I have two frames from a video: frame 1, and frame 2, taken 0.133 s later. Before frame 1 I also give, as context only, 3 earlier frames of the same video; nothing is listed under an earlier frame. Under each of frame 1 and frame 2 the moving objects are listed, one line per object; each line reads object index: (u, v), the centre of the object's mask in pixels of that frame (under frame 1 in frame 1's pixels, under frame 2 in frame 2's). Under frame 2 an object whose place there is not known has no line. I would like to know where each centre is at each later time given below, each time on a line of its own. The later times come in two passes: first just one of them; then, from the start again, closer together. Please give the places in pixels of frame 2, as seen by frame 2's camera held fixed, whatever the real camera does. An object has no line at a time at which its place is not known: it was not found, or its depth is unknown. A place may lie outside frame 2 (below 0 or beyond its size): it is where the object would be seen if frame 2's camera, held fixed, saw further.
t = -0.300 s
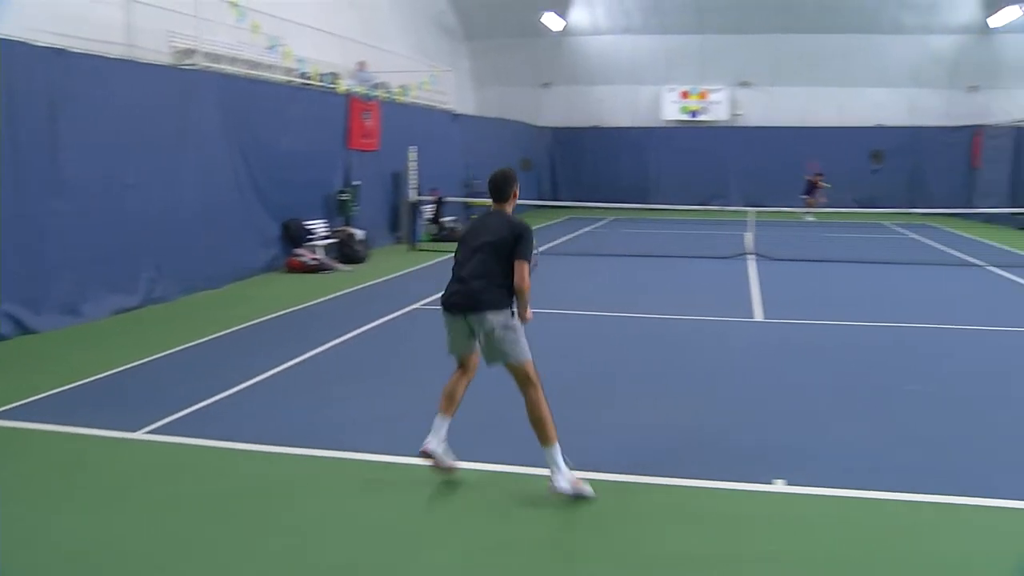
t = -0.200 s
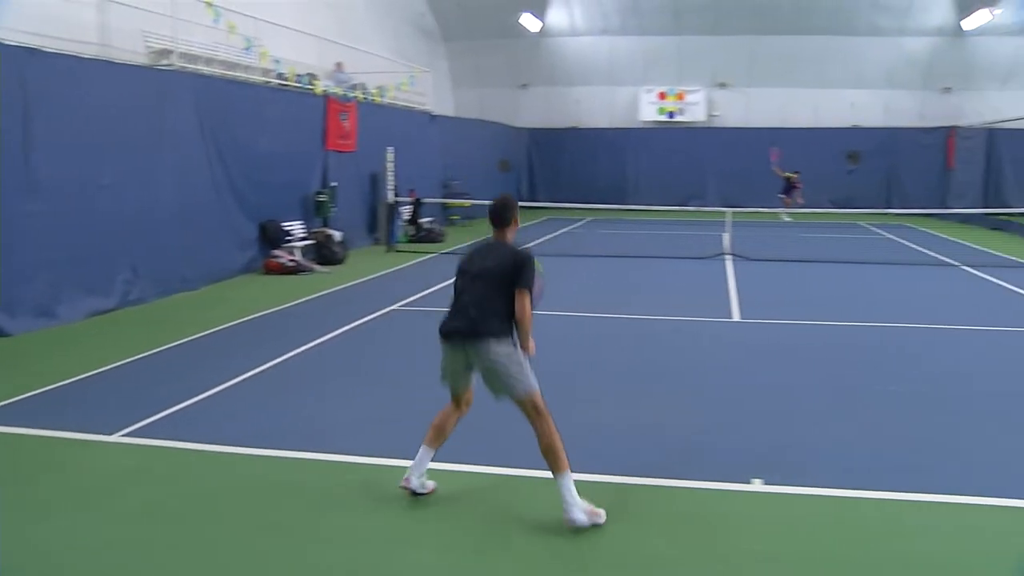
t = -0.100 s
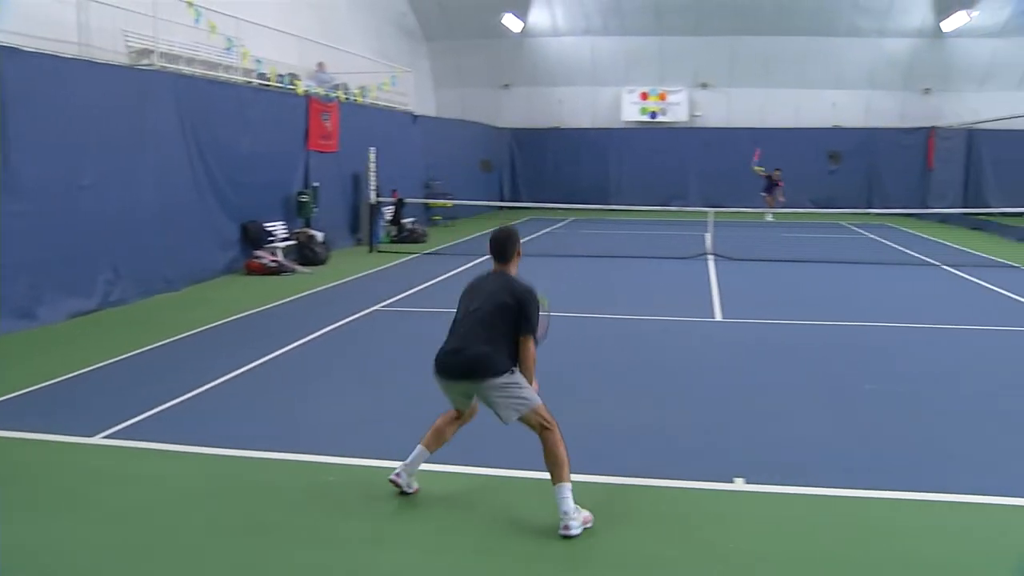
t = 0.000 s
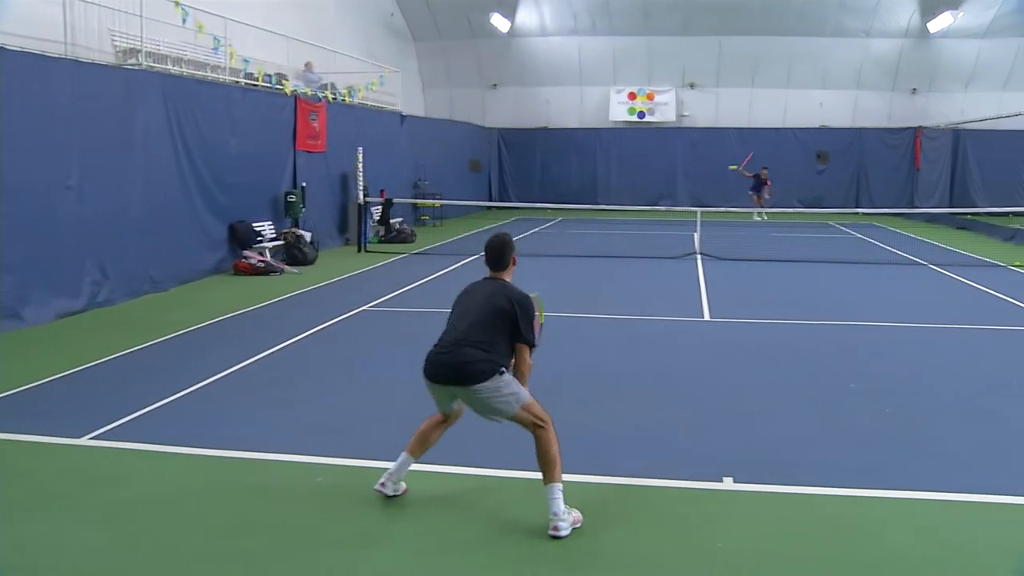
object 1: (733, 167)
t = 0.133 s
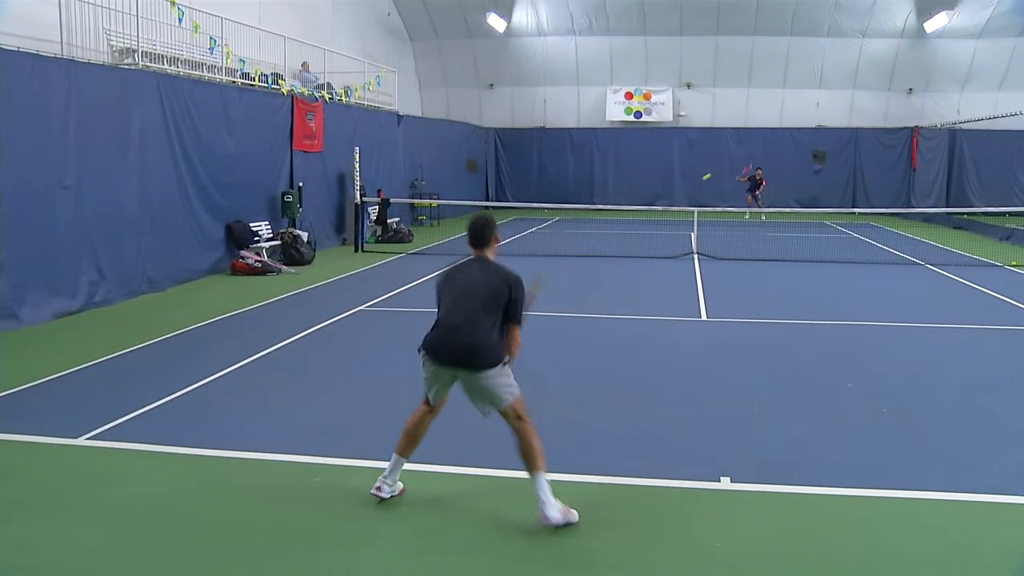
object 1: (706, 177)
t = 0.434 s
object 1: (626, 280)
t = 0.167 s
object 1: (700, 181)
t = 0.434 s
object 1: (626, 280)
